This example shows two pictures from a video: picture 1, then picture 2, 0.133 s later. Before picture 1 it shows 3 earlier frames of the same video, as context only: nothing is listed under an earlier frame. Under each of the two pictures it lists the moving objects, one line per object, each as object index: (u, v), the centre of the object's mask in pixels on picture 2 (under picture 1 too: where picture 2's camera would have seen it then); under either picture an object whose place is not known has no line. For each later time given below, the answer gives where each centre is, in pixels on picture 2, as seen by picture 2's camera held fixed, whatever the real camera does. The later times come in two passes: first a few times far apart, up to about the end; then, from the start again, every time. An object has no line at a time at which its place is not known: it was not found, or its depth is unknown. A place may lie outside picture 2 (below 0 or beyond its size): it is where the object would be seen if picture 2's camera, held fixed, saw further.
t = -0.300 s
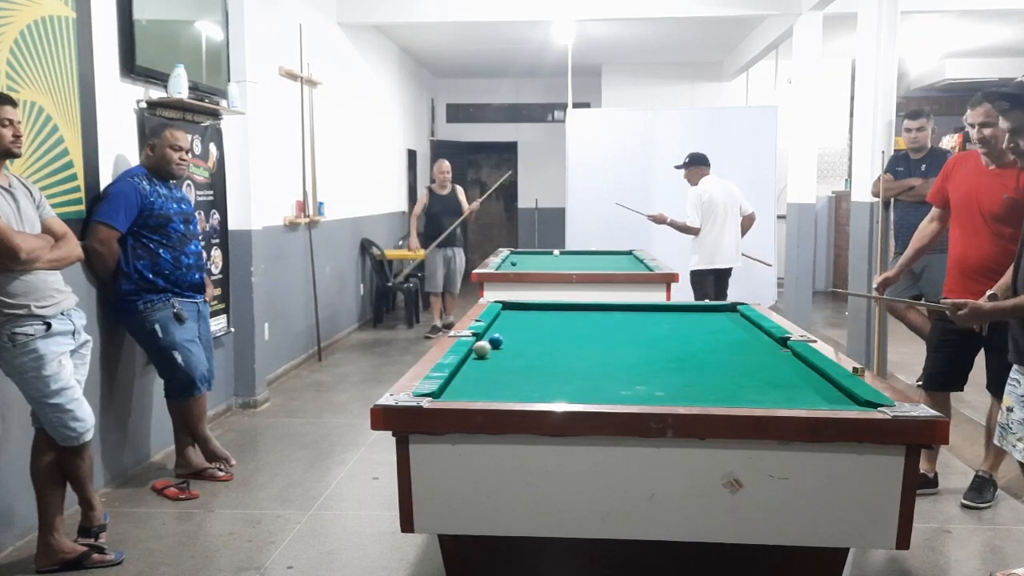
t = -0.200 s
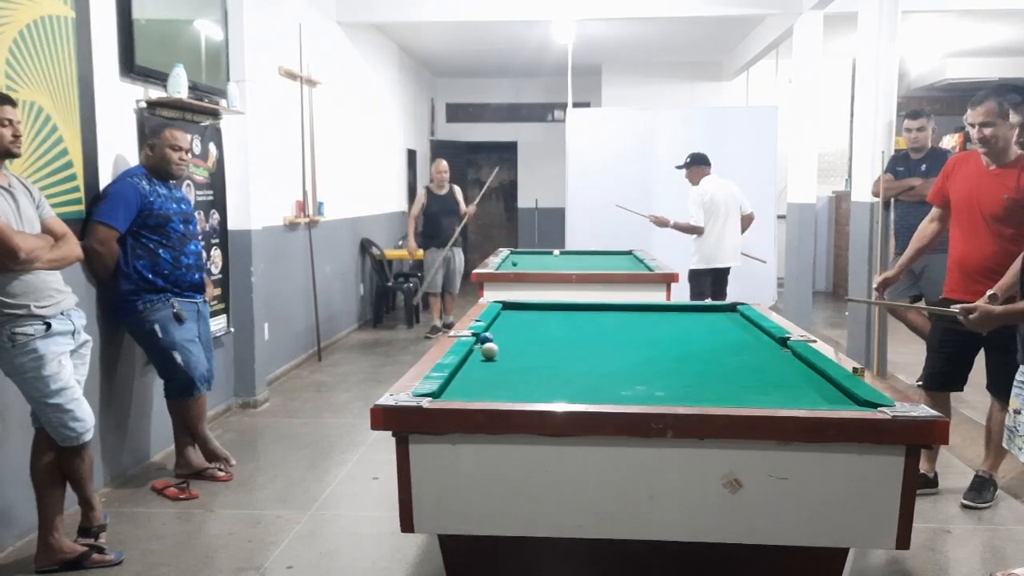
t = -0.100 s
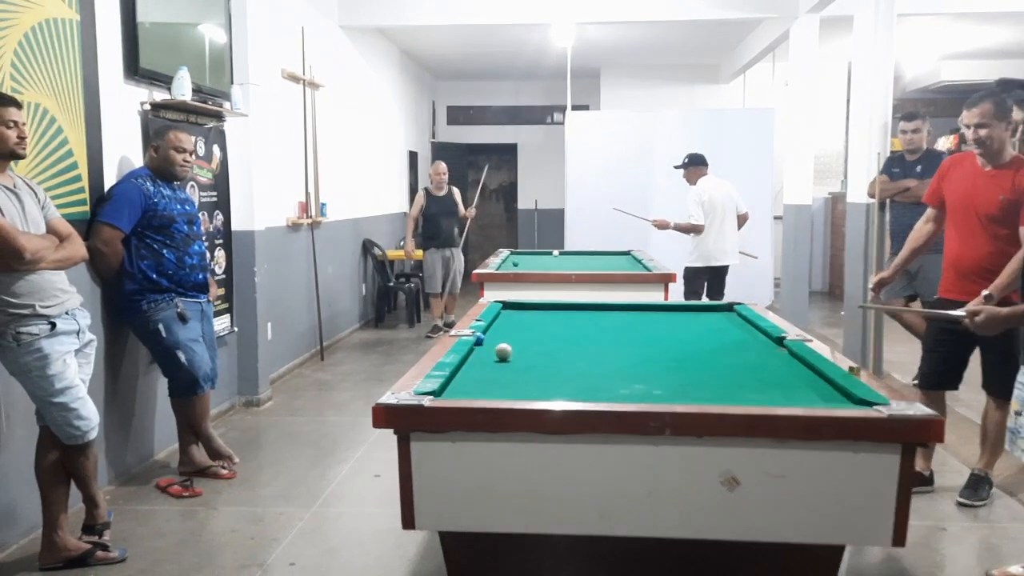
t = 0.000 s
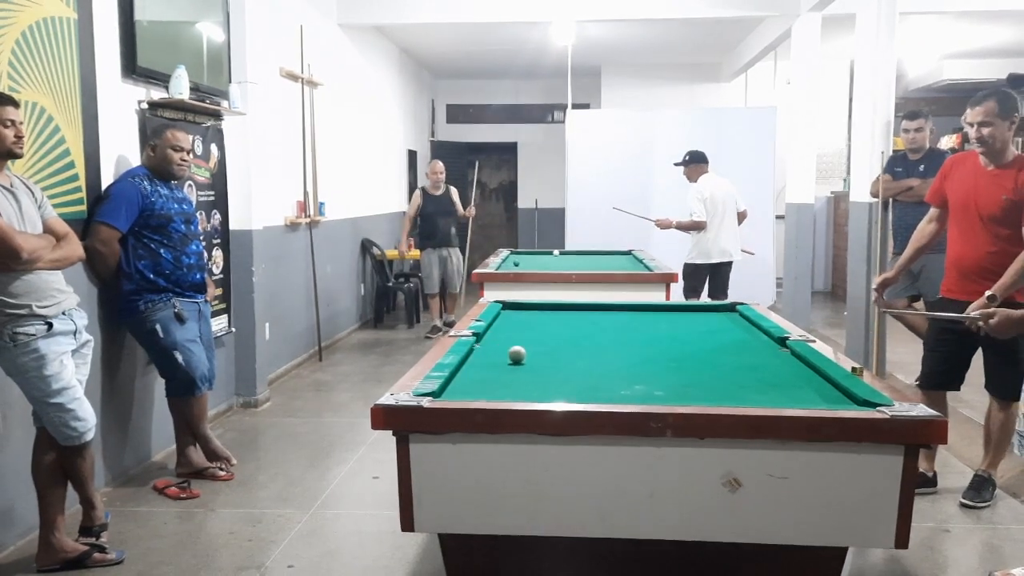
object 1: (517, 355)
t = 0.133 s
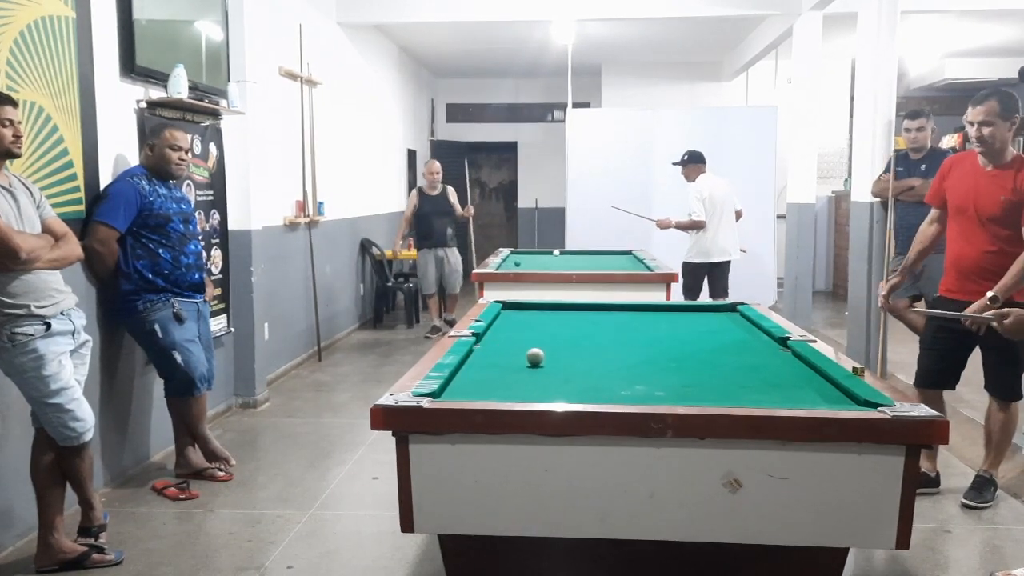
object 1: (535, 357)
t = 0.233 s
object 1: (548, 359)
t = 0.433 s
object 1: (576, 362)
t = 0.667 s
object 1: (607, 366)
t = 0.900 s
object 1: (637, 370)
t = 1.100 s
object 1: (663, 373)
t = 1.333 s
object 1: (692, 377)
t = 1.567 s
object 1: (720, 380)
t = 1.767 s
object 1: (743, 382)
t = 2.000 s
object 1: (769, 385)
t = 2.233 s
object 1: (792, 388)
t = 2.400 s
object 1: (808, 390)
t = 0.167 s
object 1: (540, 358)
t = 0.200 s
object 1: (544, 359)
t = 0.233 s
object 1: (548, 359)
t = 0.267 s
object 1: (553, 360)
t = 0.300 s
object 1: (558, 360)
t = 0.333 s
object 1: (562, 361)
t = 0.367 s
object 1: (566, 361)
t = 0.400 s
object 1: (571, 362)
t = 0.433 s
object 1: (576, 362)
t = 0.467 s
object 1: (580, 363)
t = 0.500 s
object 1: (585, 364)
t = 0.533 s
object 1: (589, 364)
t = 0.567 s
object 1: (593, 364)
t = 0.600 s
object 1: (598, 365)
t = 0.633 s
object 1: (602, 366)
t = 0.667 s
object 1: (607, 366)
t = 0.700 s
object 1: (611, 367)
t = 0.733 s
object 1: (616, 367)
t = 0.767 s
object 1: (620, 368)
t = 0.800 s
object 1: (624, 368)
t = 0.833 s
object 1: (629, 369)
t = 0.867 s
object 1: (633, 370)
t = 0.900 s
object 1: (637, 370)
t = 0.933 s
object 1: (642, 371)
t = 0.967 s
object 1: (646, 371)
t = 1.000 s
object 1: (651, 372)
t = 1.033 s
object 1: (655, 372)
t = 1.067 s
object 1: (659, 373)
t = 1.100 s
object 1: (663, 373)
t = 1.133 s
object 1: (668, 374)
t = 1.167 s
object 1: (672, 374)
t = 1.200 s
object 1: (676, 375)
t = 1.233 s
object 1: (680, 375)
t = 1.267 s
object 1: (684, 376)
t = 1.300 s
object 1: (688, 376)
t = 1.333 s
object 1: (692, 377)
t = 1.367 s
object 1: (697, 378)
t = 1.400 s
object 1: (701, 378)
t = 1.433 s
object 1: (705, 379)
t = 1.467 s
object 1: (709, 379)
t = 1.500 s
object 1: (713, 379)
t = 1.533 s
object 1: (716, 380)
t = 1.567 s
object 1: (720, 380)
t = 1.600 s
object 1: (724, 381)
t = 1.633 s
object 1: (728, 381)
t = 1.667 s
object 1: (732, 381)
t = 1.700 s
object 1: (736, 382)
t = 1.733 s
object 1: (739, 382)
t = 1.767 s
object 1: (743, 382)
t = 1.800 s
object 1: (747, 383)
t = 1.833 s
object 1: (751, 383)
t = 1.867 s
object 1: (754, 384)
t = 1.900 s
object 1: (758, 384)
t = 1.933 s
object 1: (761, 384)
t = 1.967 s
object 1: (766, 385)
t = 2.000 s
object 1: (769, 385)
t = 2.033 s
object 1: (772, 386)
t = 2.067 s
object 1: (776, 386)
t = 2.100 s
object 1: (779, 386)
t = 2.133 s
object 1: (782, 387)
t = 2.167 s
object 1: (786, 387)
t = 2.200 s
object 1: (789, 388)
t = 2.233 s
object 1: (792, 388)
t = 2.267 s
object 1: (795, 388)
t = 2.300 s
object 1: (799, 389)
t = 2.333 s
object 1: (802, 389)
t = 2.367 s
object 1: (805, 389)
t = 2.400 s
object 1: (808, 390)
